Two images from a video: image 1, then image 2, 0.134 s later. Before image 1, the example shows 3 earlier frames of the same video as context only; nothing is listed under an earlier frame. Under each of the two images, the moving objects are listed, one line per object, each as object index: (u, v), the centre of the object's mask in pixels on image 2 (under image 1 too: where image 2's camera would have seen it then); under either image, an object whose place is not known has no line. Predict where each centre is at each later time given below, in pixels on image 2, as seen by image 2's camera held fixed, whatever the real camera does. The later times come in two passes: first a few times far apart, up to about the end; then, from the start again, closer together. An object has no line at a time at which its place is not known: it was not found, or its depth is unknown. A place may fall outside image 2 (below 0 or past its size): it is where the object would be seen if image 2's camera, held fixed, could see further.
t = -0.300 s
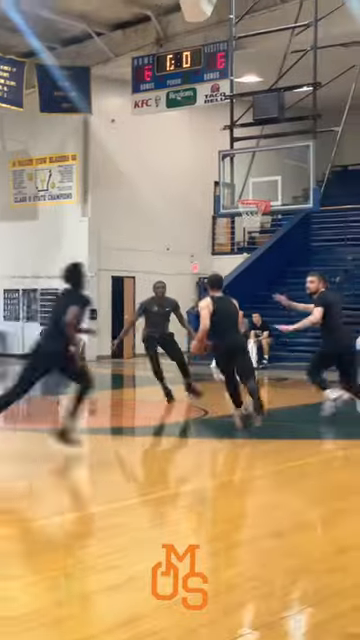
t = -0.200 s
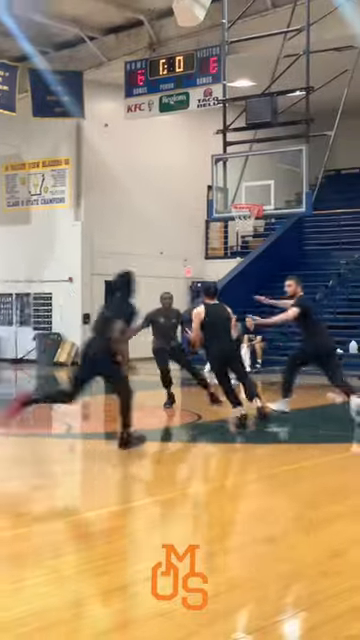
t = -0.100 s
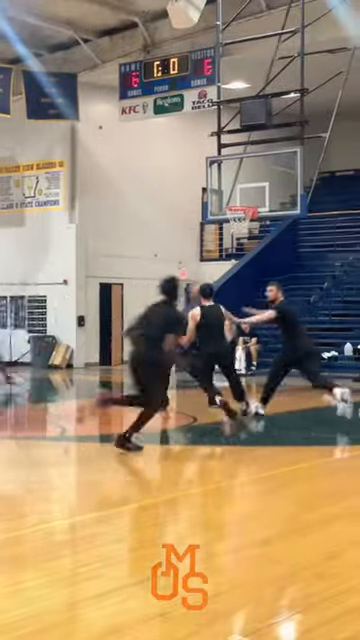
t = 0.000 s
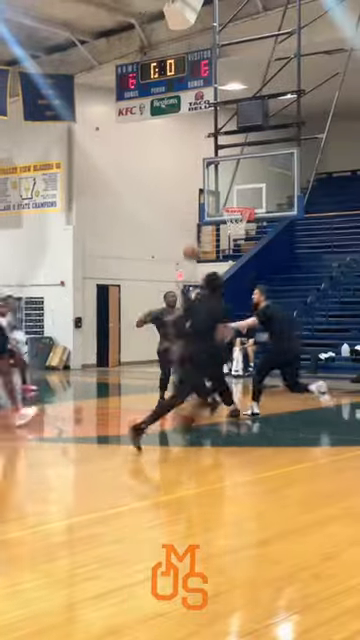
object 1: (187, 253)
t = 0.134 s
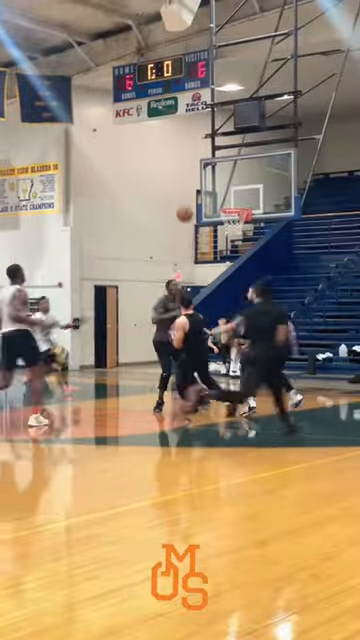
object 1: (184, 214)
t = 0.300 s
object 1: (180, 187)
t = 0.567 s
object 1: (173, 187)
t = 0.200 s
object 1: (182, 200)
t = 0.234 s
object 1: (181, 195)
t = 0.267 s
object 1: (181, 190)
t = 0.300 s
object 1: (180, 187)
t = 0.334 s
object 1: (179, 185)
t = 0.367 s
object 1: (178, 183)
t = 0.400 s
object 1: (177, 182)
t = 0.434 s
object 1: (177, 181)
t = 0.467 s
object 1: (175, 182)
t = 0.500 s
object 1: (175, 183)
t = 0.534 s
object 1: (174, 184)
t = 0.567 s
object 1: (173, 187)
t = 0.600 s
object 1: (173, 190)
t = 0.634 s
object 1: (172, 193)
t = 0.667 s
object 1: (172, 198)
